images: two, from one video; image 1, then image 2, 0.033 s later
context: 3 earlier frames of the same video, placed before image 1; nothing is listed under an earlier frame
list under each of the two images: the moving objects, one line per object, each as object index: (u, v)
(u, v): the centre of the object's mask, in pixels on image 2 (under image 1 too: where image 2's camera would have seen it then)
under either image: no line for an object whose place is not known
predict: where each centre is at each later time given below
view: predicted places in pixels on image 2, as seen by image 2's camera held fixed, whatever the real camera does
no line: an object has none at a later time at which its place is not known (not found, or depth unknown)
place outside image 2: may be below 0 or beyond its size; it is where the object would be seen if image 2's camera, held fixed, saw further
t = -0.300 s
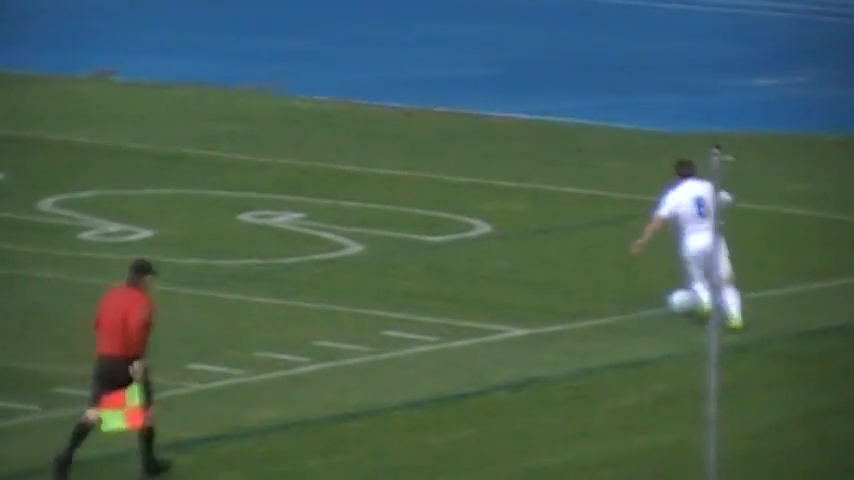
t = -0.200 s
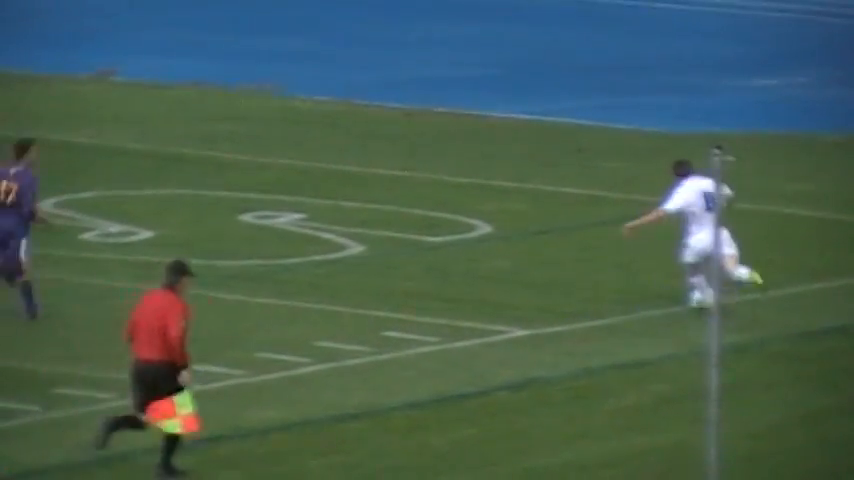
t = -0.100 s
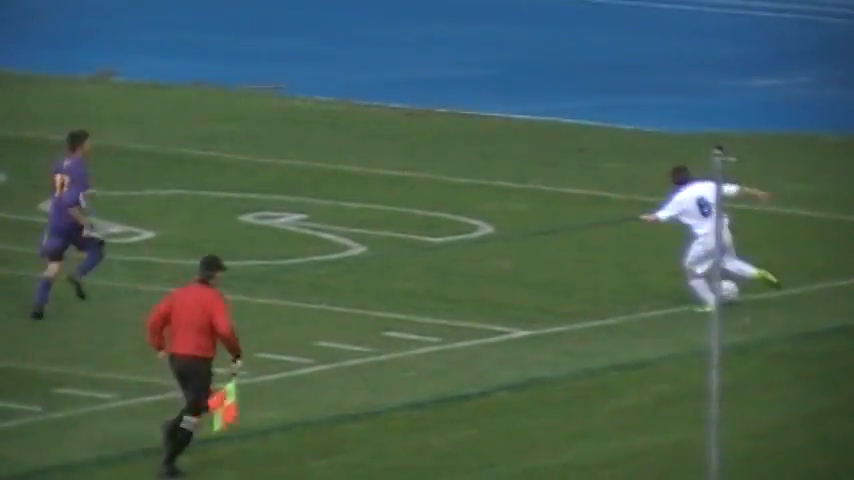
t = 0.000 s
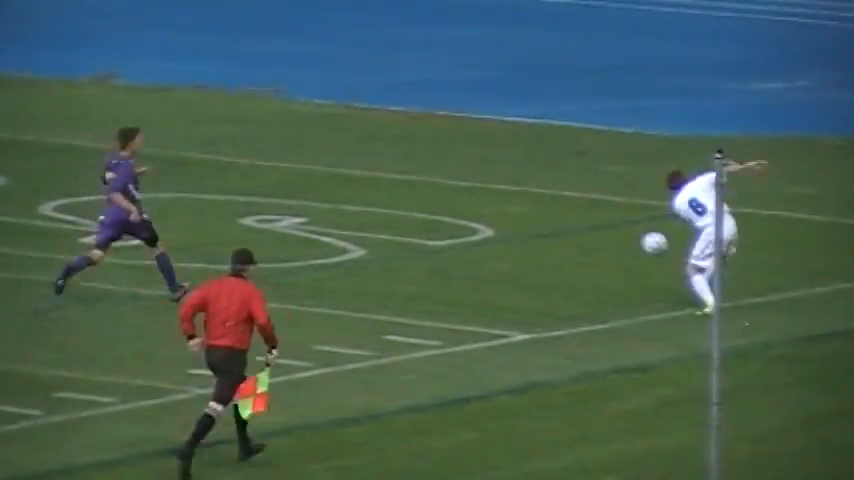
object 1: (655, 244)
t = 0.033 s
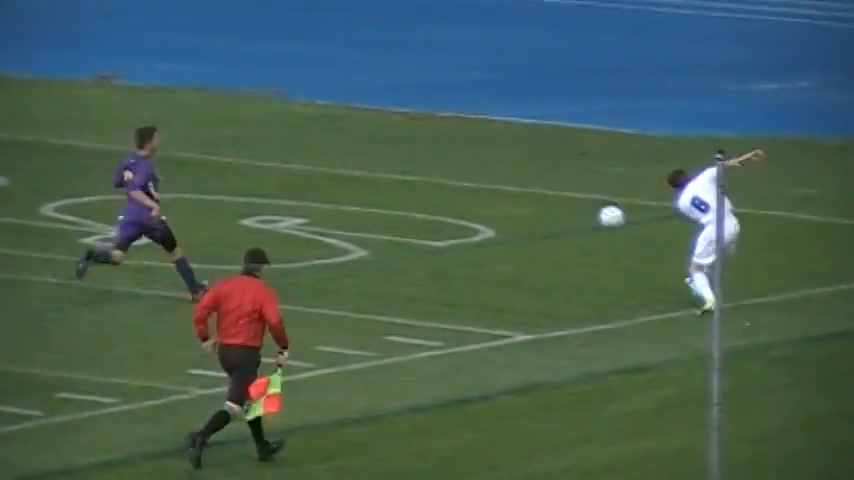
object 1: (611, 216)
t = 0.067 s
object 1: (568, 191)
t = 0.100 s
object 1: (529, 166)
